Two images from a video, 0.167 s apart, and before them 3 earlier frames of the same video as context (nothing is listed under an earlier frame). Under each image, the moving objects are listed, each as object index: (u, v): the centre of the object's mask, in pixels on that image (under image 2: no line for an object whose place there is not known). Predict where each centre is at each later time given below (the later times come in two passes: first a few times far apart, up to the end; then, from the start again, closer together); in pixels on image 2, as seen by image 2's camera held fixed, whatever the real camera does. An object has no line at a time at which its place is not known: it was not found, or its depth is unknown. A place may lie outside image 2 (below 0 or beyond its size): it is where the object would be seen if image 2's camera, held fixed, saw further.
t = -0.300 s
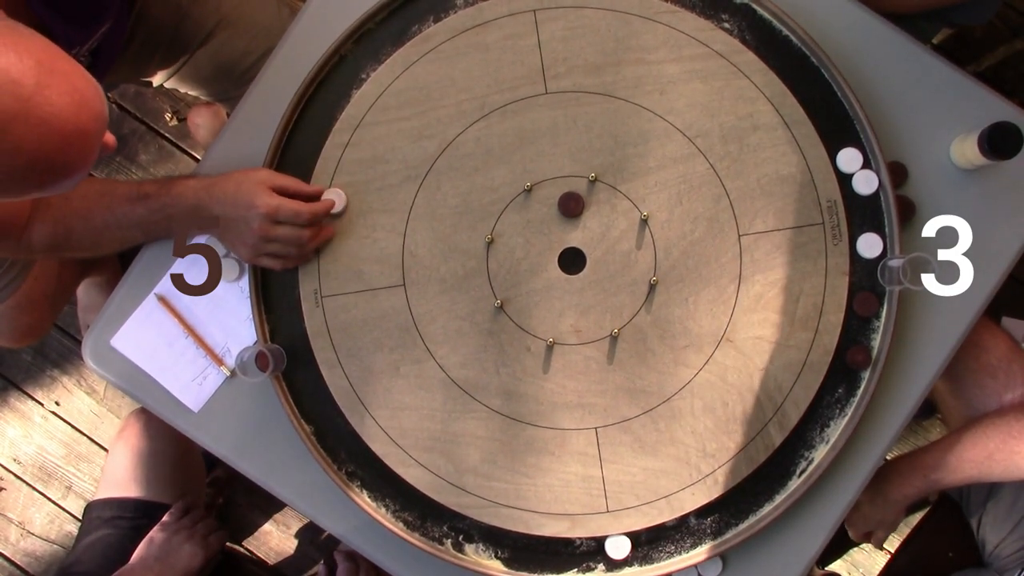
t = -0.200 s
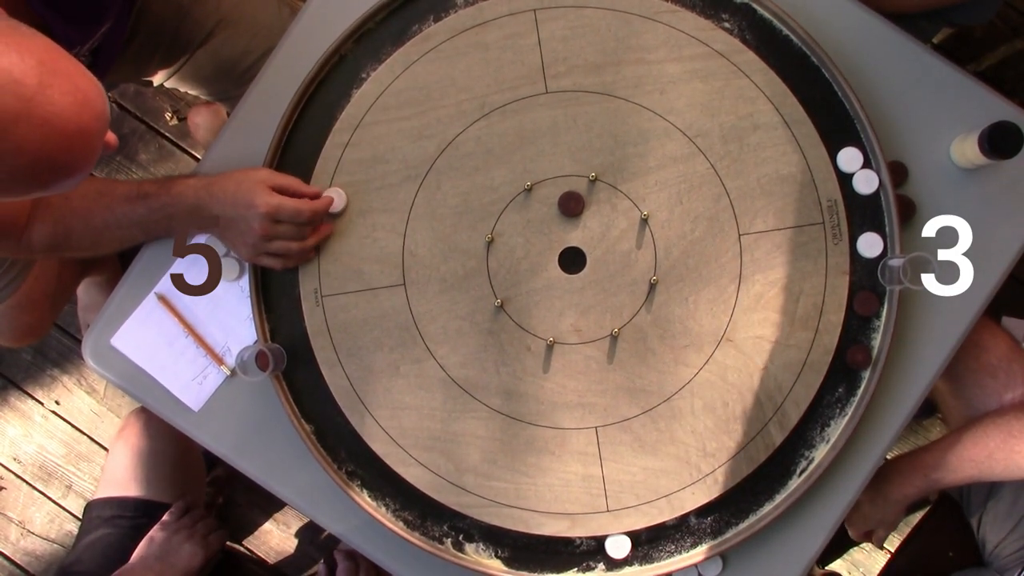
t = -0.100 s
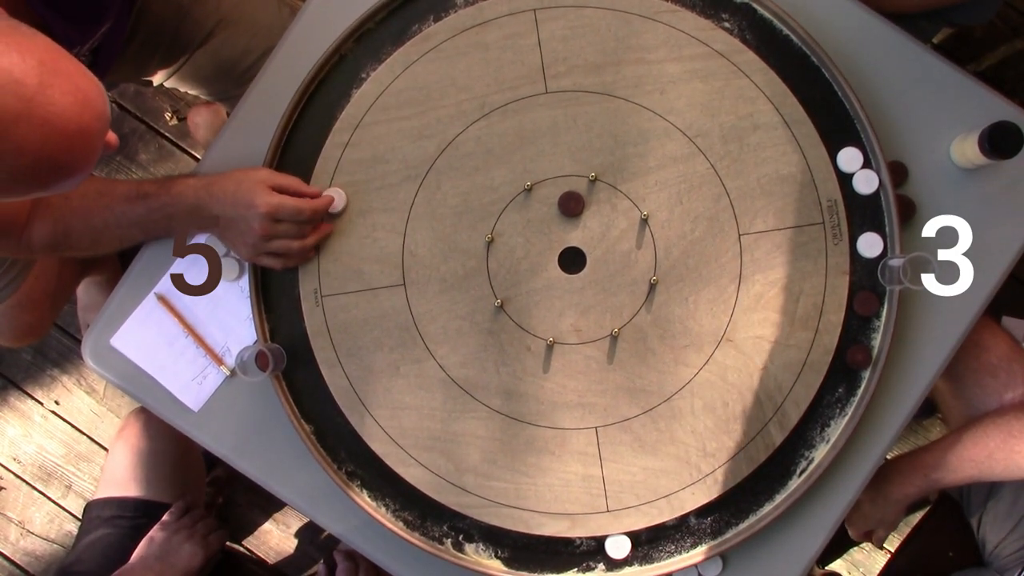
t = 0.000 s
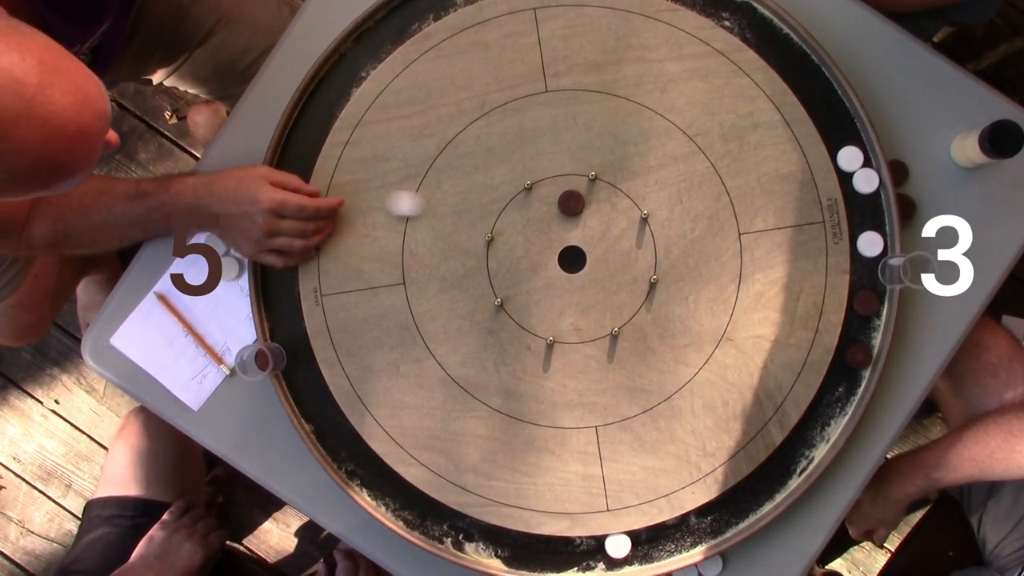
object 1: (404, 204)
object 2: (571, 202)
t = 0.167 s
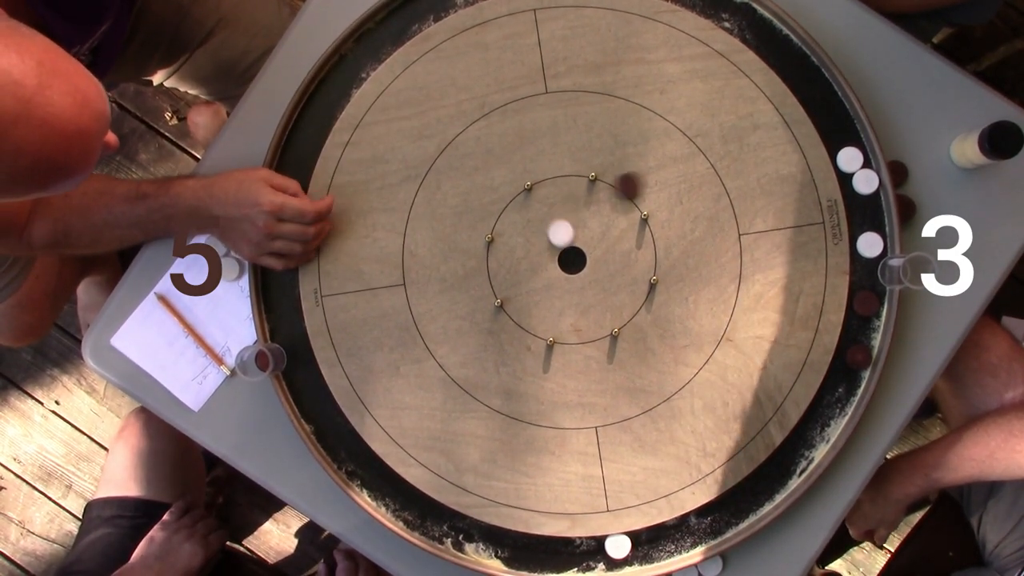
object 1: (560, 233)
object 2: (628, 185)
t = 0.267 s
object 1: (580, 262)
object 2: (721, 156)
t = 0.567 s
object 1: (582, 277)
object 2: (830, 127)
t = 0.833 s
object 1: (582, 277)
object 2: (834, 122)
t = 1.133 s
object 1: (582, 277)
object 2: (832, 123)
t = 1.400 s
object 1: (582, 277)
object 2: (832, 122)
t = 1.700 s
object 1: (582, 277)
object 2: (832, 122)
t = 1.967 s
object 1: (582, 277)
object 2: (832, 122)
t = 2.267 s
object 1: (582, 277)
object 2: (832, 123)
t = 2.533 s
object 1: (582, 277)
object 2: (832, 123)
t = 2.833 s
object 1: (582, 277)
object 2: (832, 123)
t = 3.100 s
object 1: (582, 277)
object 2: (832, 122)
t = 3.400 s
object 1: (581, 277)
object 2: (832, 123)
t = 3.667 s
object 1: (582, 277)
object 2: (832, 122)
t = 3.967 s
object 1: (582, 277)
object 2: (832, 123)
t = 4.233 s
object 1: (582, 277)
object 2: (832, 122)
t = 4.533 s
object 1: (582, 277)
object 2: (832, 123)
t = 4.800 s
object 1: (582, 277)
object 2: (832, 123)
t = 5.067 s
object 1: (582, 277)
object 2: (832, 122)
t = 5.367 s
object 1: (582, 277)
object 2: (832, 122)
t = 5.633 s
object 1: (582, 277)
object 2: (832, 123)
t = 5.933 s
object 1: (582, 277)
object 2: (832, 123)
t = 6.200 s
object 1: (582, 277)
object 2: (832, 123)
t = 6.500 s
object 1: (582, 277)
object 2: (832, 123)
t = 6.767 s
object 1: (582, 277)
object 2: (832, 123)
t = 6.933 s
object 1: (582, 277)
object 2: (832, 123)
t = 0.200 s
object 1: (568, 244)
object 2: (659, 176)
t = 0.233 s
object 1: (576, 254)
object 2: (690, 167)
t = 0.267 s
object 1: (580, 262)
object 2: (721, 156)
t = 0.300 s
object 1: (582, 268)
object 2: (749, 148)
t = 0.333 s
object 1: (581, 271)
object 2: (776, 139)
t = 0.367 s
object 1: (582, 274)
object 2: (804, 129)
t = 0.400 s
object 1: (582, 276)
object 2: (833, 120)
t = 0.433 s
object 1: (582, 277)
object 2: (836, 123)
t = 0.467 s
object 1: (582, 277)
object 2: (835, 125)
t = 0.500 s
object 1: (582, 277)
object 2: (843, 122)
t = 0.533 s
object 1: (582, 277)
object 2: (837, 124)
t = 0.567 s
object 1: (582, 277)
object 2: (830, 127)
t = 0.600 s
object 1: (582, 277)
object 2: (833, 125)
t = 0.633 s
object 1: (582, 277)
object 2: (837, 122)
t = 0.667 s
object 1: (582, 277)
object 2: (840, 119)
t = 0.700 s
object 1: (582, 277)
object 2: (840, 119)
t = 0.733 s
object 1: (582, 277)
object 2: (838, 120)
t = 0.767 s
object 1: (582, 277)
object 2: (835, 121)
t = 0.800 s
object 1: (582, 277)
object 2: (834, 122)
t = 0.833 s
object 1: (582, 277)
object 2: (834, 122)
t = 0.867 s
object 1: (582, 277)
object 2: (834, 122)
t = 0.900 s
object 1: (582, 277)
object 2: (832, 122)
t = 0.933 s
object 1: (582, 277)
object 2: (832, 122)
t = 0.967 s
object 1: (582, 277)
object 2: (832, 122)
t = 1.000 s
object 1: (582, 277)
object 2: (832, 122)
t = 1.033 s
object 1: (582, 277)
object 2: (832, 122)
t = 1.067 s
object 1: (582, 277)
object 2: (832, 123)
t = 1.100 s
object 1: (582, 277)
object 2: (832, 123)
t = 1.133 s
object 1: (582, 277)
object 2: (832, 123)
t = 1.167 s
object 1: (582, 277)
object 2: (832, 123)
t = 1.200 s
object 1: (582, 277)
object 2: (832, 122)
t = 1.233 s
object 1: (582, 277)
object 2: (832, 122)
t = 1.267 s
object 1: (582, 277)
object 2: (832, 122)
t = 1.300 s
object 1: (582, 277)
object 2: (832, 122)
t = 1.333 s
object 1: (582, 277)
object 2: (832, 122)
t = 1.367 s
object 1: (582, 277)
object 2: (832, 122)
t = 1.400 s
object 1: (582, 277)
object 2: (832, 122)
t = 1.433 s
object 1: (582, 277)
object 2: (832, 122)
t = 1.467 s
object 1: (582, 277)
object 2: (832, 123)
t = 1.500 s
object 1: (582, 277)
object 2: (831, 123)
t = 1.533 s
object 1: (582, 277)
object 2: (832, 122)
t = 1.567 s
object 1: (582, 277)
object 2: (832, 122)
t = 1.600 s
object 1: (582, 277)
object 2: (832, 122)
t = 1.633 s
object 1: (582, 277)
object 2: (832, 122)
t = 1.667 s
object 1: (582, 277)
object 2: (832, 122)
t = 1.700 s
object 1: (582, 277)
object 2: (832, 122)
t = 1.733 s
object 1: (582, 277)
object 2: (832, 122)
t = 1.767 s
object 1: (582, 277)
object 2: (832, 122)
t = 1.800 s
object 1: (582, 277)
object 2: (832, 122)
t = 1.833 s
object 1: (582, 277)
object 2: (832, 122)
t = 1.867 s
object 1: (582, 277)
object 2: (832, 123)
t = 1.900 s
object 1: (582, 277)
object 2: (832, 122)
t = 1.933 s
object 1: (582, 277)
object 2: (832, 122)
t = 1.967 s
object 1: (582, 277)
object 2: (832, 122)
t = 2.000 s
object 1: (582, 277)
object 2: (832, 122)
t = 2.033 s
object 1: (582, 277)
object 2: (832, 123)
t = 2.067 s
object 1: (582, 277)
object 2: (832, 123)
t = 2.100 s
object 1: (582, 277)
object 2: (832, 122)
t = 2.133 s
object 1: (582, 277)
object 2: (832, 122)
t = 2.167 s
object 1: (582, 277)
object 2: (832, 123)
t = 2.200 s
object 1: (582, 277)
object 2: (832, 123)
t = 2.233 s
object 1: (582, 277)
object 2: (832, 123)
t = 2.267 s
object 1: (582, 277)
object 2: (832, 123)
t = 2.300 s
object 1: (582, 277)
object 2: (832, 123)
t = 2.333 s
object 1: (582, 277)
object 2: (832, 123)
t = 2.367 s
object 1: (582, 277)
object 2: (832, 123)
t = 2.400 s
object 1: (582, 277)
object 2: (832, 123)
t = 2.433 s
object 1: (582, 277)
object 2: (832, 123)
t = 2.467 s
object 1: (582, 277)
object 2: (832, 123)
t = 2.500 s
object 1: (582, 277)
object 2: (832, 123)
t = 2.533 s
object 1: (582, 277)
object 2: (832, 123)
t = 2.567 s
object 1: (582, 277)
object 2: (832, 123)
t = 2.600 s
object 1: (582, 277)
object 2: (832, 123)
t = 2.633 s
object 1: (582, 277)
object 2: (832, 123)
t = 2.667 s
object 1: (582, 277)
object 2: (832, 123)
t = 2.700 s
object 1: (582, 277)
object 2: (832, 123)
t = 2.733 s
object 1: (582, 277)
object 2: (832, 123)
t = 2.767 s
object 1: (582, 277)
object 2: (832, 123)
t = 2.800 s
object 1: (582, 277)
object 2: (832, 123)
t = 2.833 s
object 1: (582, 277)
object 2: (832, 123)
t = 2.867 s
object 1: (581, 277)
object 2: (832, 123)
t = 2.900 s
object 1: (581, 277)
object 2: (832, 123)
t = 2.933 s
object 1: (582, 277)
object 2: (832, 122)
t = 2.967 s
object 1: (582, 277)
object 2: (832, 123)
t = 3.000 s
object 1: (582, 277)
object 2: (832, 122)
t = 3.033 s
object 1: (582, 277)
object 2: (832, 122)
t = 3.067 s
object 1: (582, 277)
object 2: (832, 122)
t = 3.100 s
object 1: (582, 277)
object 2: (832, 122)
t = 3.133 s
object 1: (582, 277)
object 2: (832, 122)
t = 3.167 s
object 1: (581, 277)
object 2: (832, 122)
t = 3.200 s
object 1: (582, 277)
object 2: (832, 122)
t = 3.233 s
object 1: (581, 277)
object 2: (832, 122)
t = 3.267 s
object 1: (581, 277)
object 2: (832, 122)
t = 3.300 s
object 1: (581, 277)
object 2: (832, 122)
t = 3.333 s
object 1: (581, 277)
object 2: (832, 123)
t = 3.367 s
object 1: (582, 277)
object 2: (832, 123)
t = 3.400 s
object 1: (581, 277)
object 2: (832, 123)
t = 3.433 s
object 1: (582, 277)
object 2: (832, 122)
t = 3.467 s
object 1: (581, 277)
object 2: (832, 123)
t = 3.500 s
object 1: (582, 277)
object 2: (832, 123)
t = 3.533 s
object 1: (581, 277)
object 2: (832, 122)
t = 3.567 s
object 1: (582, 277)
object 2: (832, 123)
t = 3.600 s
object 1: (582, 278)
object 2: (832, 123)
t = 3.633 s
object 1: (582, 277)
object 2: (832, 123)
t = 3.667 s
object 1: (582, 277)
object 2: (832, 122)
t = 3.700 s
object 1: (582, 278)
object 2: (832, 122)
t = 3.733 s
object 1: (581, 278)
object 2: (832, 123)
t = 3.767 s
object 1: (582, 278)
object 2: (832, 123)
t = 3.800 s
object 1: (582, 277)
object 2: (832, 123)
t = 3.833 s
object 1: (582, 277)
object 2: (832, 122)
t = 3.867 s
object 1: (582, 277)
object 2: (832, 122)
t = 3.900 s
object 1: (582, 277)
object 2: (832, 122)
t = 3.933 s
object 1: (582, 277)
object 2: (832, 122)
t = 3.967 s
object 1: (582, 277)
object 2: (832, 123)
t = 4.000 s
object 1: (582, 277)
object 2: (832, 122)
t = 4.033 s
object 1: (582, 277)
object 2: (832, 122)
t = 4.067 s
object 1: (582, 277)
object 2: (832, 122)
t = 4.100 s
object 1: (582, 277)
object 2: (832, 123)
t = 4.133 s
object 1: (582, 277)
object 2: (832, 123)
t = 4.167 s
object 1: (582, 277)
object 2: (832, 123)
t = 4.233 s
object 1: (582, 277)
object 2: (832, 122)
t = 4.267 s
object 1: (582, 277)
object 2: (832, 123)
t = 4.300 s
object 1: (582, 277)
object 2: (832, 123)
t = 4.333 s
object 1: (582, 277)
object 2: (832, 123)
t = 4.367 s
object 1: (582, 277)
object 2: (832, 123)
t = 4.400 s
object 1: (582, 277)
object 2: (832, 123)
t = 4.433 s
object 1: (582, 277)
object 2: (832, 123)
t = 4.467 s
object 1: (582, 277)
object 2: (832, 122)
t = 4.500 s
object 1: (582, 277)
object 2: (832, 123)
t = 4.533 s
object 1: (582, 277)
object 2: (832, 123)
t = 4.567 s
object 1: (582, 277)
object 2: (831, 123)
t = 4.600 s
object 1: (582, 277)
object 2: (832, 123)
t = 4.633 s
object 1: (582, 277)
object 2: (832, 122)
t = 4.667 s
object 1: (582, 277)
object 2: (832, 122)
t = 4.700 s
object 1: (582, 277)
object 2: (832, 123)
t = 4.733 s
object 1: (582, 277)
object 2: (832, 123)
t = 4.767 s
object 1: (582, 277)
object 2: (832, 122)
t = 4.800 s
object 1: (582, 277)
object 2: (832, 123)
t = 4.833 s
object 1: (582, 277)
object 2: (832, 122)
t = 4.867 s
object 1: (582, 277)
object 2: (832, 123)
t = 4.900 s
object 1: (582, 277)
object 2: (832, 123)
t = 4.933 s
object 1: (582, 277)
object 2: (832, 123)
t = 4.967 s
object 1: (582, 277)
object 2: (832, 123)
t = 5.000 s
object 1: (582, 277)
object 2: (832, 122)
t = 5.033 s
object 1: (582, 277)
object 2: (832, 122)
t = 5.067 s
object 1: (582, 277)
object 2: (832, 122)
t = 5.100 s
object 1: (582, 277)
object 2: (832, 123)
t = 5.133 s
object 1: (582, 277)
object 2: (832, 123)
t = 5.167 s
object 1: (582, 277)
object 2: (832, 123)
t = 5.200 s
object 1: (582, 277)
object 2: (832, 123)
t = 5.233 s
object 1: (582, 277)
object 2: (832, 122)
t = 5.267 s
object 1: (582, 277)
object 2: (832, 123)
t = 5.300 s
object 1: (582, 277)
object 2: (832, 122)
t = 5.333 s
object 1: (582, 277)
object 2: (832, 123)
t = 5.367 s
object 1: (582, 277)
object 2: (832, 122)
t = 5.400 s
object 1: (582, 277)
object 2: (832, 123)
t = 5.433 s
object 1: (582, 277)
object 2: (832, 123)
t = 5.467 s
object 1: (582, 277)
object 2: (832, 123)
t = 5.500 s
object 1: (582, 277)
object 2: (832, 123)
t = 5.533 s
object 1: (582, 277)
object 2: (832, 123)
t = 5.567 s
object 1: (582, 277)
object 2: (832, 122)
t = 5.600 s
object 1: (582, 277)
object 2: (832, 123)
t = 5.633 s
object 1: (582, 277)
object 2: (832, 123)
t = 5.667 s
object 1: (582, 277)
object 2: (832, 122)
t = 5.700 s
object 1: (582, 277)
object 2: (832, 123)
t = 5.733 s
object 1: (582, 277)
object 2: (832, 123)
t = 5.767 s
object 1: (582, 277)
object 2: (832, 123)
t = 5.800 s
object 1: (582, 277)
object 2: (832, 122)
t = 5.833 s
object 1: (582, 277)
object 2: (832, 122)
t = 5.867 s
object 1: (582, 277)
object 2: (832, 123)
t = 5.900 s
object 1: (582, 277)
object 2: (832, 123)
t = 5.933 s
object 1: (582, 277)
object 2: (832, 123)
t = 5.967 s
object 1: (582, 277)
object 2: (832, 123)
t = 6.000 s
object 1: (582, 277)
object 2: (832, 122)
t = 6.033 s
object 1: (582, 277)
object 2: (832, 123)
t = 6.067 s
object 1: (582, 277)
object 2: (832, 123)
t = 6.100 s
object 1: (582, 277)
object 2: (832, 123)
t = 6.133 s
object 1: (582, 277)
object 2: (832, 123)
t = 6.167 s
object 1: (582, 277)
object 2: (832, 123)
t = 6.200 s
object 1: (582, 277)
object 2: (832, 123)
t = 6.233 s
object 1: (582, 277)
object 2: (832, 123)
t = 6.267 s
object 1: (582, 277)
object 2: (832, 123)
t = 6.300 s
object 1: (582, 277)
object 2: (832, 123)
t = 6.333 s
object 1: (582, 277)
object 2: (832, 123)
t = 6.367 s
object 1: (582, 277)
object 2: (832, 123)
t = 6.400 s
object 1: (582, 277)
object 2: (832, 123)
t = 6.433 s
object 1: (582, 277)
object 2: (832, 123)
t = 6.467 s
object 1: (582, 277)
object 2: (832, 123)
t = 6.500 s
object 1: (582, 277)
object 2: (832, 123)
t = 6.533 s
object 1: (582, 277)
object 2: (832, 123)
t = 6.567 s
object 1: (582, 277)
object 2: (832, 123)
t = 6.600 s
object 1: (582, 277)
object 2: (832, 123)
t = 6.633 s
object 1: (582, 277)
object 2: (832, 123)
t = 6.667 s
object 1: (582, 277)
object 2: (832, 123)
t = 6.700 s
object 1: (582, 277)
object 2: (832, 123)
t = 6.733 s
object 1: (582, 277)
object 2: (832, 123)
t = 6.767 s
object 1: (582, 277)
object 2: (832, 123)
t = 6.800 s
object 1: (582, 277)
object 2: (832, 123)
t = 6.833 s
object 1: (582, 277)
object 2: (832, 123)
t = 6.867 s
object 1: (582, 277)
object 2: (832, 123)
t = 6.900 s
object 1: (582, 277)
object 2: (832, 123)
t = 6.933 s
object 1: (582, 277)
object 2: (832, 123)
